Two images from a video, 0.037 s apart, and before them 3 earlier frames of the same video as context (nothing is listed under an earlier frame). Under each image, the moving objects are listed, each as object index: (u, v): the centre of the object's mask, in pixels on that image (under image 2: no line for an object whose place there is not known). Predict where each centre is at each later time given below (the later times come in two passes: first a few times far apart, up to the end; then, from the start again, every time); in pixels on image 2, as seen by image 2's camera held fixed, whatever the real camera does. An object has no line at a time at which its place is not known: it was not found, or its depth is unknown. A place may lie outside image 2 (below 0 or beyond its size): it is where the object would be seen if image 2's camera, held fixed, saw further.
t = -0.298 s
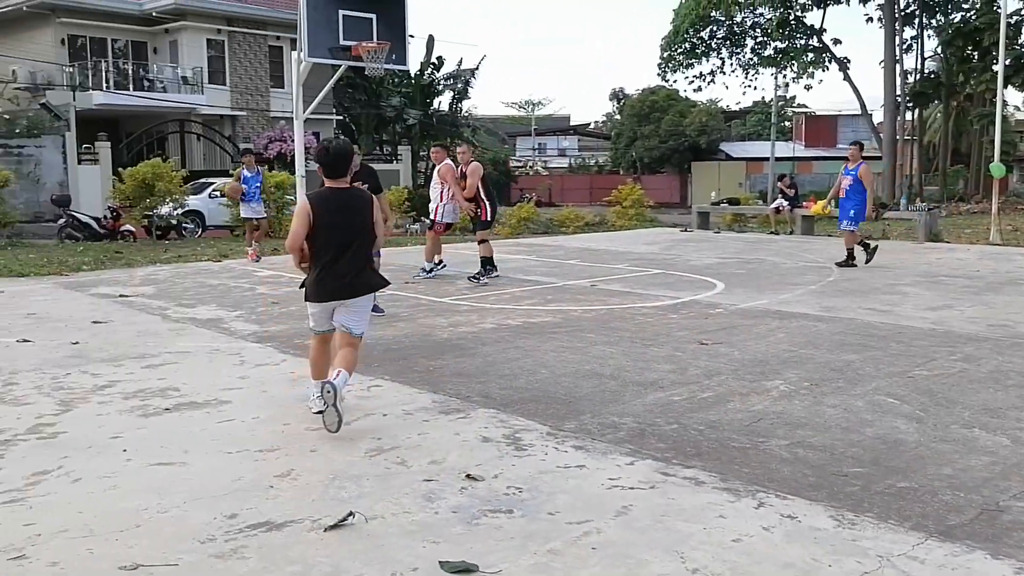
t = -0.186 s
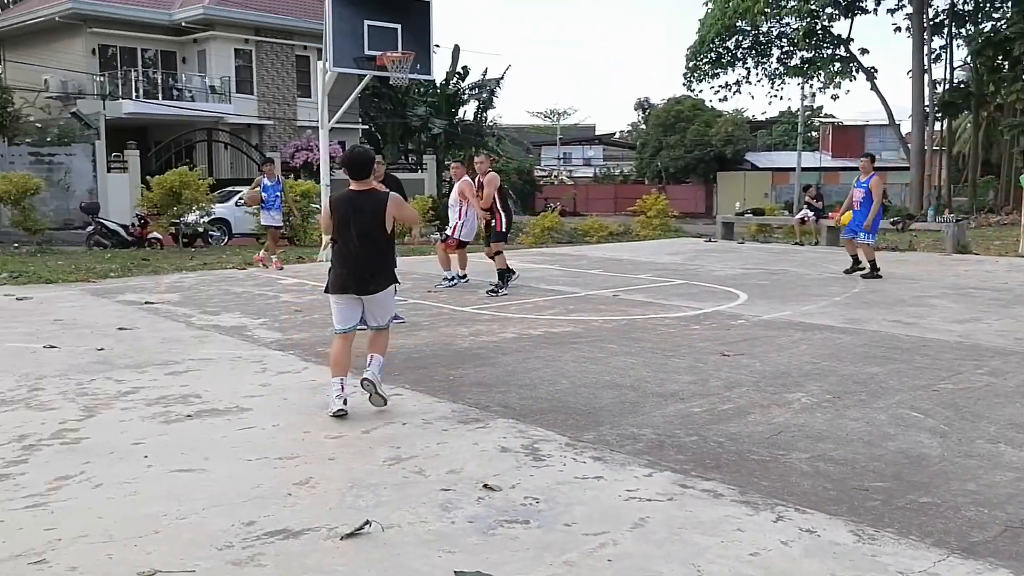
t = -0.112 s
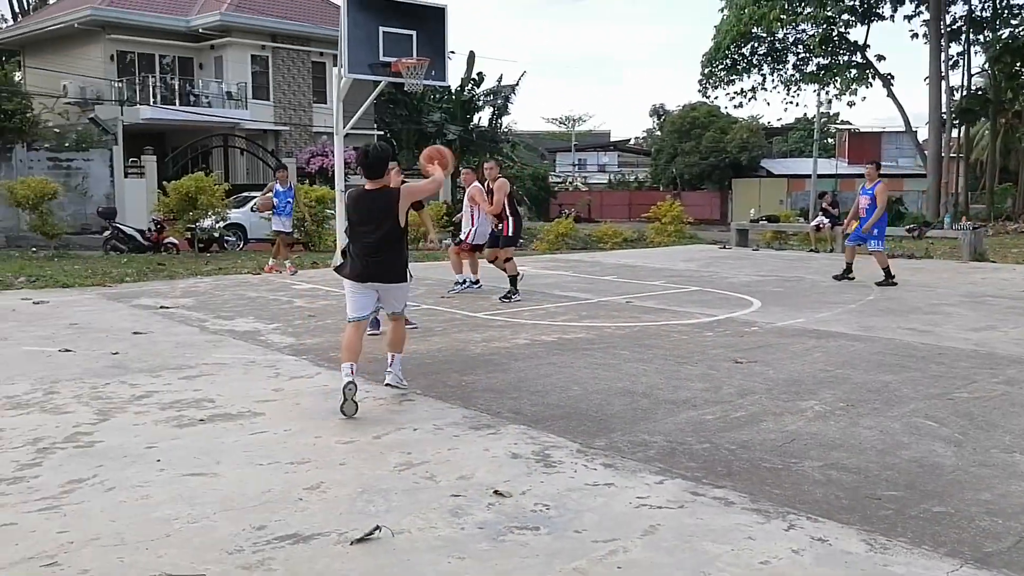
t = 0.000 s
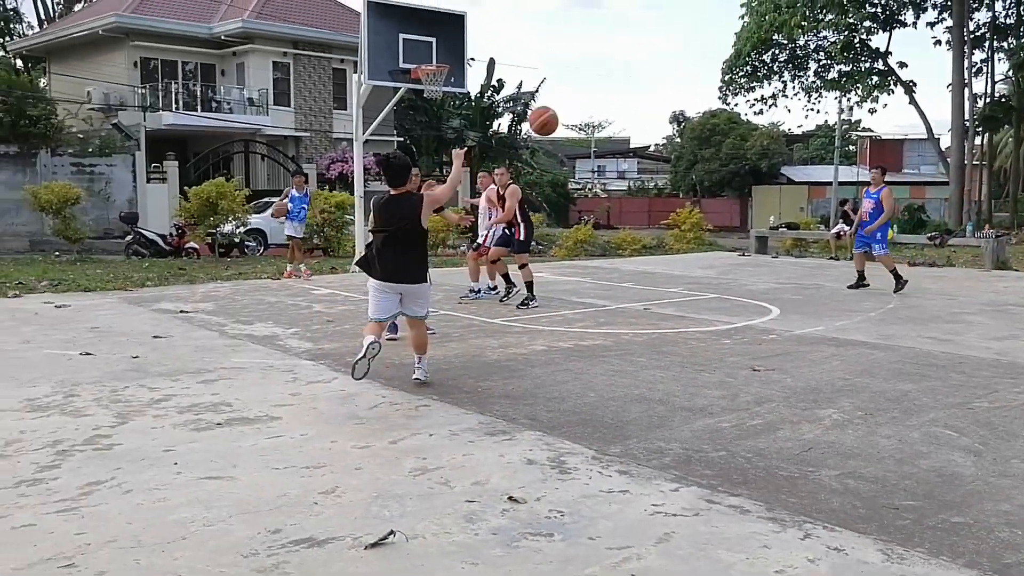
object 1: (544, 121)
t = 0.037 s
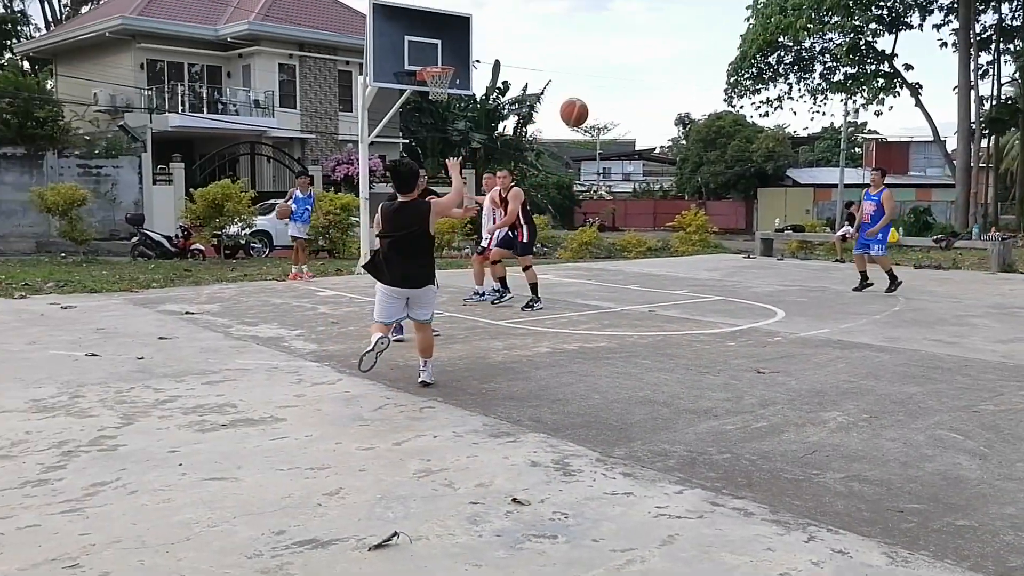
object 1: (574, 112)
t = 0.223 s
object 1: (674, 87)
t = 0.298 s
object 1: (705, 88)
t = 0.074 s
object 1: (597, 103)
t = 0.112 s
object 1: (619, 97)
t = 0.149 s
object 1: (638, 92)
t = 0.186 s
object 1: (657, 88)
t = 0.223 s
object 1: (674, 87)
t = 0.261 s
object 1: (690, 87)
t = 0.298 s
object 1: (705, 88)
